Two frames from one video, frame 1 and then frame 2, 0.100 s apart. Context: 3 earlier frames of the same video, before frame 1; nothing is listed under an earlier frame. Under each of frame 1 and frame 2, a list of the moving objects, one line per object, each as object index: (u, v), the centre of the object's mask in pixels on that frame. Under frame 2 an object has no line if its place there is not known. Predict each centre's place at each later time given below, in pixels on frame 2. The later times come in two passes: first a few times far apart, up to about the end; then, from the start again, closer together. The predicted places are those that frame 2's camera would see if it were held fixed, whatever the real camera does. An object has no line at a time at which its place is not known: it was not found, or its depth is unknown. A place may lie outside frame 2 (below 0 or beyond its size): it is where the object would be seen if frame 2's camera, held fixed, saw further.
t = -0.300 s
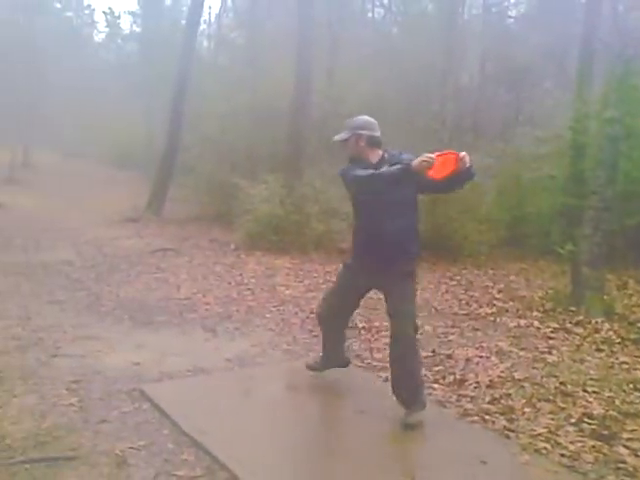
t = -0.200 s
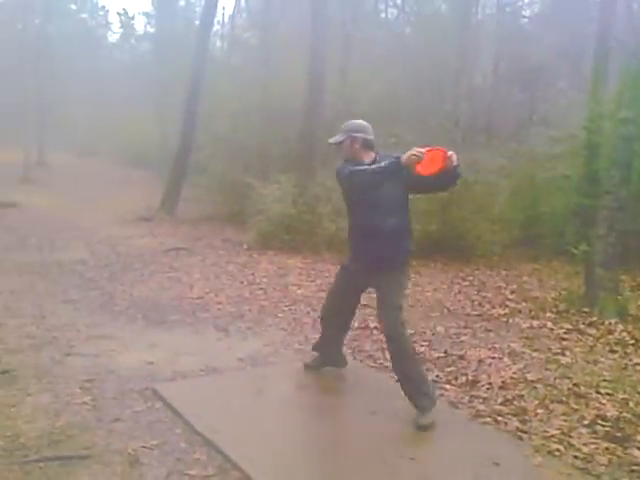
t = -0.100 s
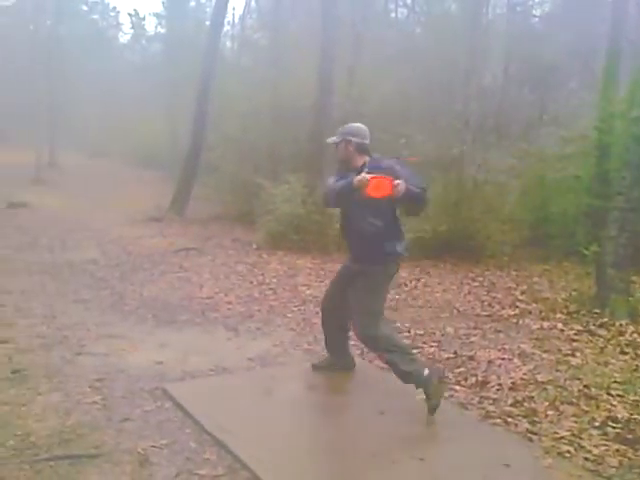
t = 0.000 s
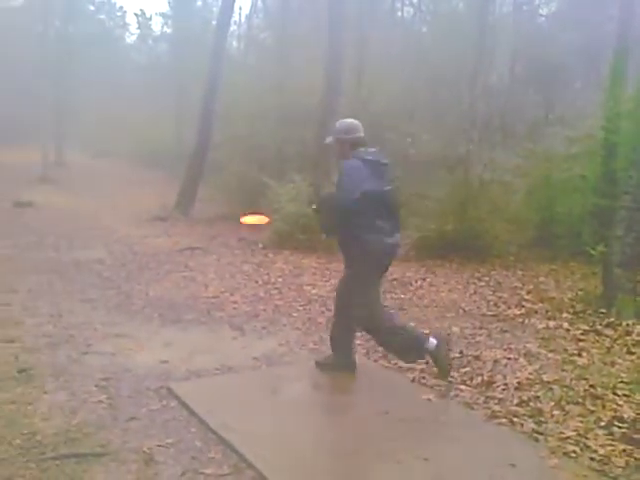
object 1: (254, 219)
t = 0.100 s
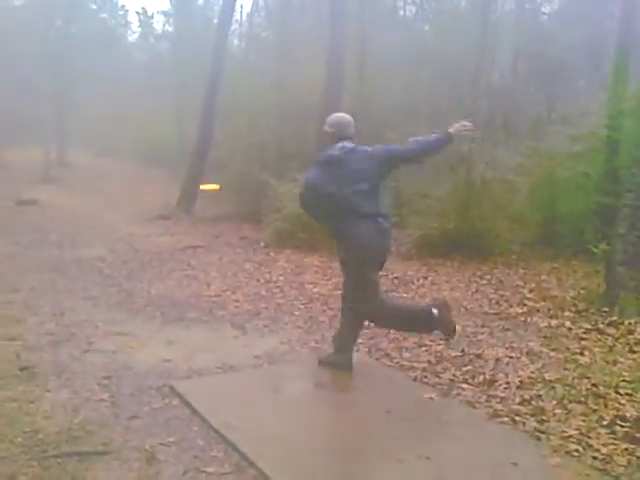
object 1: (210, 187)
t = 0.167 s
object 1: (190, 171)
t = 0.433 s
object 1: (147, 134)
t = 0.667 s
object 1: (130, 119)
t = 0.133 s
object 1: (200, 179)
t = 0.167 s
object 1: (190, 171)
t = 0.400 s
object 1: (151, 138)
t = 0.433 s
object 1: (147, 134)
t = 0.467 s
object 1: (144, 132)
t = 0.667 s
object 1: (130, 119)
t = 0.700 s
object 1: (128, 117)
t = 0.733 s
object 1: (127, 116)
